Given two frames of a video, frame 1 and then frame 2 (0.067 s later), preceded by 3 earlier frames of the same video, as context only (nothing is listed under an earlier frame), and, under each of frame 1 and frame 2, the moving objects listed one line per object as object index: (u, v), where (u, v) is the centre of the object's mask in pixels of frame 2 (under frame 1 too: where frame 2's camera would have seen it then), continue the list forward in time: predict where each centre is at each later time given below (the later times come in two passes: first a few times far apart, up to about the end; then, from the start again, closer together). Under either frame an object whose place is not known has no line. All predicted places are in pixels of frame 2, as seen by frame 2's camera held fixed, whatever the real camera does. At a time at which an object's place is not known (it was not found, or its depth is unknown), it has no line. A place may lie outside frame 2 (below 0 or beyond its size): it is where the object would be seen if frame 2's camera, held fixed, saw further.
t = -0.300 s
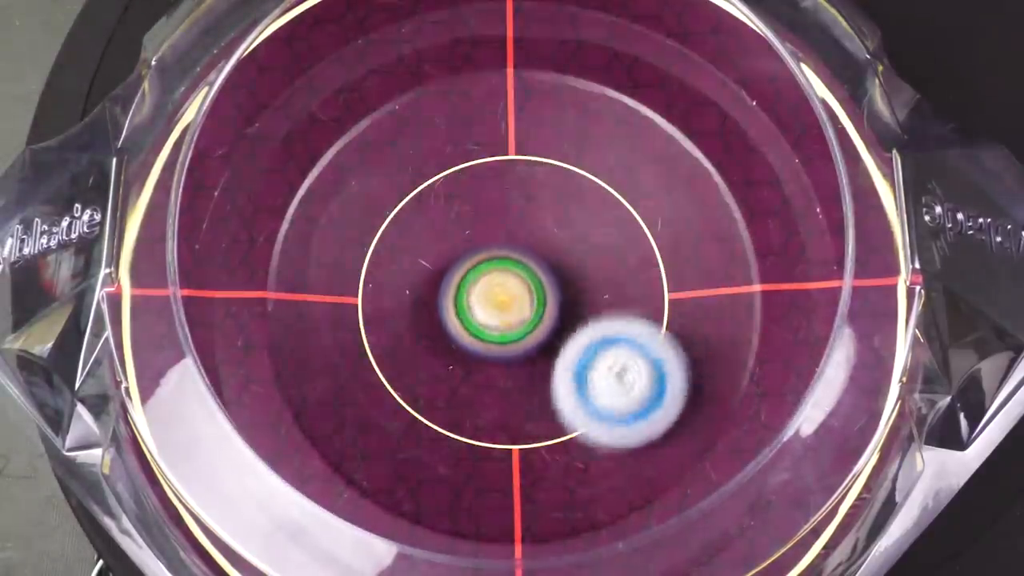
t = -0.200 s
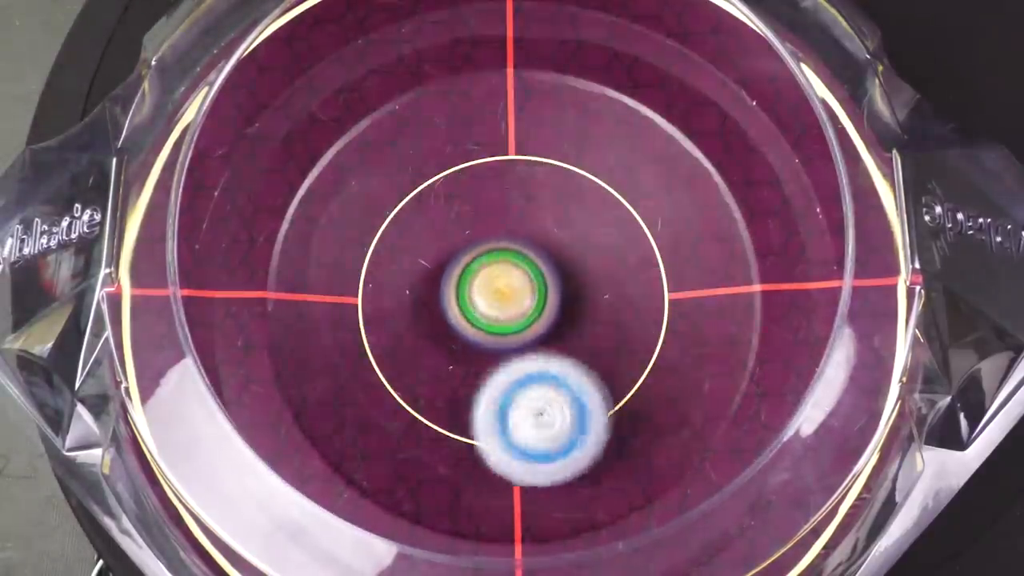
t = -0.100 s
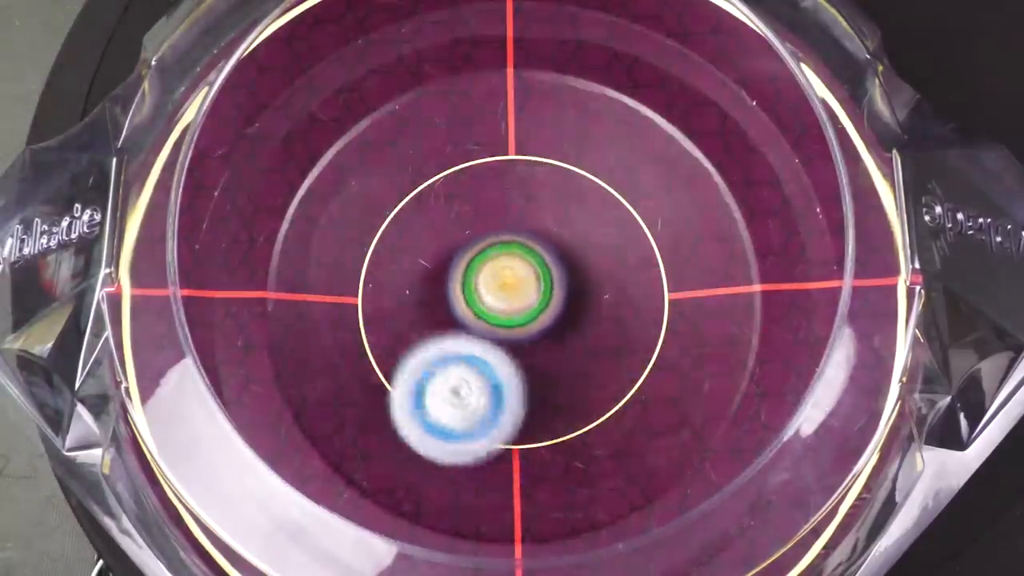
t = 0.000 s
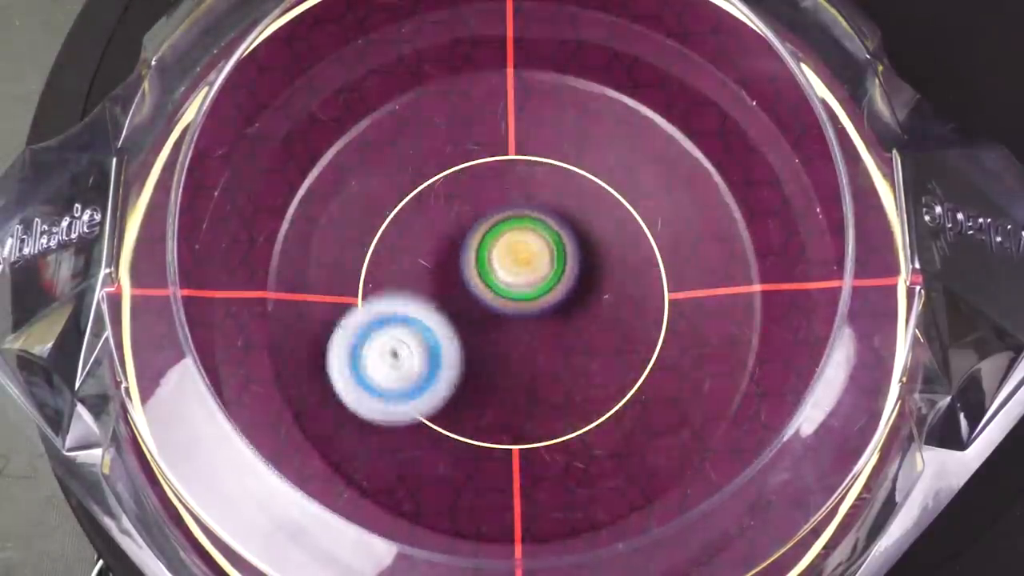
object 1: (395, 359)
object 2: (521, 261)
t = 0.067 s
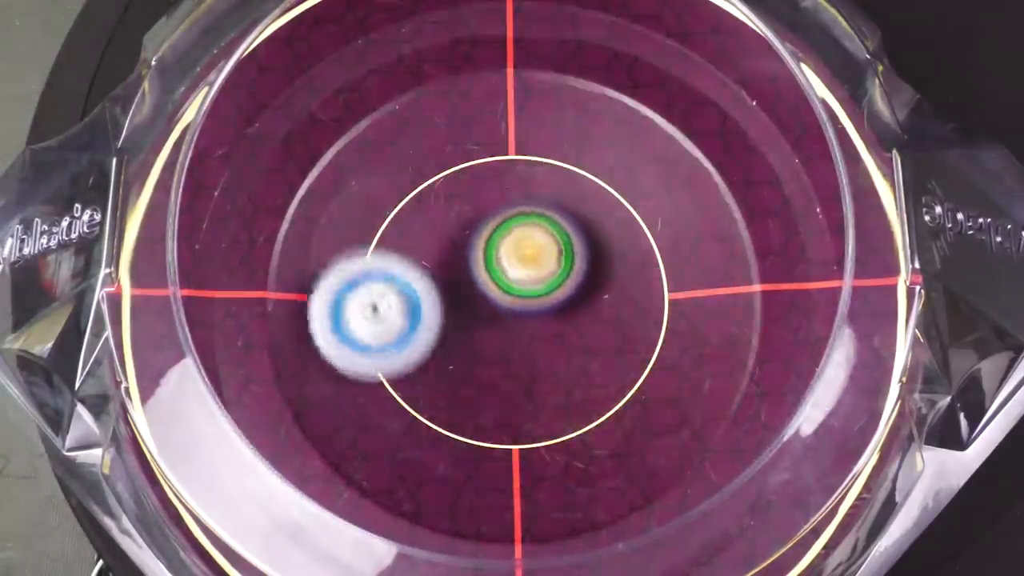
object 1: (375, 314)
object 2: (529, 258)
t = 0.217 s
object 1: (408, 212)
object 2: (538, 278)
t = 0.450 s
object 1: (564, 170)
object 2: (535, 322)
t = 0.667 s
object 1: (635, 305)
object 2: (496, 332)
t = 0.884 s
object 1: (651, 393)
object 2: (357, 326)
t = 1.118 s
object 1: (474, 382)
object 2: (395, 266)
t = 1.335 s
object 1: (494, 322)
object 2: (427, 169)
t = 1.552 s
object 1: (576, 315)
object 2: (506, 179)
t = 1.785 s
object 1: (522, 373)
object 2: (561, 252)
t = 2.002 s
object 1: (423, 320)
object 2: (574, 263)
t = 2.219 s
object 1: (469, 219)
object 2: (590, 298)
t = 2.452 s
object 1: (566, 201)
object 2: (577, 358)
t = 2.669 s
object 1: (574, 166)
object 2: (536, 424)
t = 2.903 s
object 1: (520, 255)
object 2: (482, 372)
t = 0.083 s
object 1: (374, 303)
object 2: (531, 259)
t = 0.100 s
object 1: (373, 290)
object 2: (532, 262)
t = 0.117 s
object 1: (373, 278)
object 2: (534, 263)
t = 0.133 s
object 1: (376, 267)
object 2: (536, 266)
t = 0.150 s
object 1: (380, 254)
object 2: (537, 268)
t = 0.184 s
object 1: (390, 232)
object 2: (538, 273)
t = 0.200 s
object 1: (398, 221)
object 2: (538, 276)
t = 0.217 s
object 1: (408, 212)
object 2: (538, 278)
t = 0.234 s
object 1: (416, 204)
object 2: (538, 280)
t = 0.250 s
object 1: (427, 196)
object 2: (538, 283)
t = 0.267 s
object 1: (439, 189)
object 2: (537, 284)
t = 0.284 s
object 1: (450, 184)
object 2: (536, 286)
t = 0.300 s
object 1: (462, 180)
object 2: (535, 288)
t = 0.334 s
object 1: (488, 173)
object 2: (535, 295)
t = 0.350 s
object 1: (498, 167)
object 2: (538, 301)
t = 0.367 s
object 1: (508, 164)
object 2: (539, 307)
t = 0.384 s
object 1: (519, 161)
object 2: (540, 311)
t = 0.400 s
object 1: (531, 161)
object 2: (540, 314)
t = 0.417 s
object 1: (541, 163)
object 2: (538, 317)
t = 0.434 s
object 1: (553, 165)
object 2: (537, 319)
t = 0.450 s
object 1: (564, 170)
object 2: (535, 322)
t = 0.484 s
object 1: (584, 181)
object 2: (531, 325)
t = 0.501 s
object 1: (594, 190)
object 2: (528, 327)
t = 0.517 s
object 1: (603, 200)
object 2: (525, 328)
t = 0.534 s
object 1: (611, 208)
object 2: (524, 329)
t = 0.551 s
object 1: (617, 219)
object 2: (520, 330)
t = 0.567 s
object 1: (623, 232)
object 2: (517, 330)
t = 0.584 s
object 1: (628, 244)
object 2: (516, 331)
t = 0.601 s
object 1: (630, 257)
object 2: (513, 330)
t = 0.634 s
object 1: (632, 283)
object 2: (508, 329)
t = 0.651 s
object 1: (631, 296)
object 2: (505, 328)
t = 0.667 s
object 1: (635, 305)
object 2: (496, 332)
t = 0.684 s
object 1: (648, 309)
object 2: (475, 337)
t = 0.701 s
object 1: (659, 314)
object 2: (456, 341)
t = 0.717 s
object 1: (669, 319)
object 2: (437, 345)
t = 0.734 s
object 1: (675, 324)
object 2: (421, 347)
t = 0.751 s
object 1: (679, 330)
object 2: (408, 348)
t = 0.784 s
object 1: (681, 343)
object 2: (386, 347)
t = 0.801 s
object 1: (680, 351)
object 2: (377, 345)
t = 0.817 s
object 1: (677, 359)
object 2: (371, 341)
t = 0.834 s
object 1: (673, 367)
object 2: (366, 339)
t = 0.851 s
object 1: (667, 376)
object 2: (362, 334)
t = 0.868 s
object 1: (660, 384)
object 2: (359, 330)
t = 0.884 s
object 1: (651, 393)
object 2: (357, 326)
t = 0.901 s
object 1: (641, 401)
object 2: (357, 321)
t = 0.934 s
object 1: (617, 414)
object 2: (357, 311)
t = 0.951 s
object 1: (604, 418)
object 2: (359, 306)
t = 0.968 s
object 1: (591, 421)
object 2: (360, 301)
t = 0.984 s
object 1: (577, 421)
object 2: (362, 296)
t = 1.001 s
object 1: (562, 422)
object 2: (364, 293)
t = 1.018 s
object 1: (547, 419)
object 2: (367, 287)
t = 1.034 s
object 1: (534, 416)
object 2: (371, 284)
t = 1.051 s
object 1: (521, 412)
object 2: (375, 279)
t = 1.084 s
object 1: (496, 399)
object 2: (384, 272)
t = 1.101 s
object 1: (484, 391)
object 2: (390, 268)
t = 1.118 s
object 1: (474, 382)
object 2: (395, 266)
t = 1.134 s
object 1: (465, 373)
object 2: (400, 263)
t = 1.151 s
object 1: (462, 368)
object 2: (402, 256)
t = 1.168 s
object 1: (460, 363)
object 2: (403, 246)
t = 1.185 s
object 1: (459, 358)
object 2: (406, 239)
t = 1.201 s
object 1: (458, 350)
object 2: (408, 234)
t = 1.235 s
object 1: (464, 345)
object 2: (410, 213)
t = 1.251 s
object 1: (470, 343)
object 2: (410, 200)
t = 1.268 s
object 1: (474, 341)
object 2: (412, 191)
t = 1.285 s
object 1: (479, 337)
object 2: (414, 181)
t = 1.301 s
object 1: (483, 333)
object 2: (419, 175)
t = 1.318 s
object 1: (488, 327)
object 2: (423, 171)
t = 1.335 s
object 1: (494, 322)
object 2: (427, 169)
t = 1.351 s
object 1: (501, 318)
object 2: (432, 165)
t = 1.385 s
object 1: (515, 310)
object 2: (444, 163)
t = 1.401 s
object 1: (523, 307)
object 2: (450, 162)
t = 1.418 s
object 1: (529, 305)
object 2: (456, 162)
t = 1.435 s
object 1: (537, 304)
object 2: (462, 163)
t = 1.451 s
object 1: (543, 303)
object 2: (468, 164)
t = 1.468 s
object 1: (550, 304)
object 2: (473, 165)
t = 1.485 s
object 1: (556, 305)
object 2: (480, 168)
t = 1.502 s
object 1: (563, 306)
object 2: (486, 170)
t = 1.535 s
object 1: (572, 311)
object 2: (499, 176)
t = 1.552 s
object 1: (576, 315)
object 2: (506, 179)
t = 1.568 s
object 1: (579, 318)
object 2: (511, 184)
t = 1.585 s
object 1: (581, 323)
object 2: (517, 187)
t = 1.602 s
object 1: (582, 327)
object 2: (523, 194)
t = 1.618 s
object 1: (583, 332)
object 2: (528, 199)
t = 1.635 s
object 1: (582, 337)
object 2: (533, 204)
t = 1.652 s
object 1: (580, 343)
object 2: (538, 210)
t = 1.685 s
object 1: (572, 354)
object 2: (546, 221)
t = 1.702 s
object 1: (565, 358)
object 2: (552, 229)
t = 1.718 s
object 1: (558, 361)
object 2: (554, 237)
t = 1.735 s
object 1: (549, 365)
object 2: (557, 242)
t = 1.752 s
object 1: (541, 368)
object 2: (559, 246)
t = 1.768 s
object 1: (531, 371)
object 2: (560, 249)
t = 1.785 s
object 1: (522, 373)
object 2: (561, 252)
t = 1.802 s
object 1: (512, 374)
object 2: (561, 255)
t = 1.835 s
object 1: (493, 368)
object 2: (561, 265)
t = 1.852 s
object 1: (483, 366)
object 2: (563, 266)
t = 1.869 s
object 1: (471, 366)
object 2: (567, 261)
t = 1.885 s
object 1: (461, 366)
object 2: (570, 259)
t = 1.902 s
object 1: (452, 363)
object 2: (571, 257)
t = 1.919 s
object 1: (443, 360)
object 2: (572, 255)
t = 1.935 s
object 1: (436, 354)
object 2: (572, 255)
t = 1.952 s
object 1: (431, 347)
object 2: (573, 256)
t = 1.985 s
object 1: (424, 331)
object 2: (574, 259)
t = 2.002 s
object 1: (423, 320)
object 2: (574, 263)
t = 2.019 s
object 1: (423, 311)
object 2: (575, 265)
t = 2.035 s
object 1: (424, 300)
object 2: (574, 269)
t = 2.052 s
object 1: (426, 290)
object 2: (574, 271)
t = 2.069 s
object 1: (430, 280)
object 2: (573, 275)
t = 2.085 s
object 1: (435, 271)
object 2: (572, 277)
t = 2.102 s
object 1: (441, 262)
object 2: (571, 280)
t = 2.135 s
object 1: (446, 246)
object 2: (580, 285)
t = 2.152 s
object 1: (448, 240)
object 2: (584, 287)
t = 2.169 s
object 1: (452, 234)
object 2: (587, 289)
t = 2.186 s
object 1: (456, 227)
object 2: (588, 292)
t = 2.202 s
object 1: (462, 223)
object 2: (590, 296)
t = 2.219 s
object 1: (469, 219)
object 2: (590, 298)
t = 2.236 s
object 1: (477, 215)
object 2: (590, 301)
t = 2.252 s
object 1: (486, 212)
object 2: (589, 303)
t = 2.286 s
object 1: (504, 209)
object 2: (586, 309)
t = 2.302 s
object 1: (513, 209)
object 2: (585, 312)
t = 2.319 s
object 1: (520, 206)
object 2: (584, 315)
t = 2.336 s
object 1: (526, 204)
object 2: (585, 321)
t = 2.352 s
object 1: (532, 202)
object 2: (584, 325)
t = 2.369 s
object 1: (539, 201)
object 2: (584, 329)
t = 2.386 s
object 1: (546, 202)
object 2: (582, 330)
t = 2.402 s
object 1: (553, 204)
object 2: (579, 334)
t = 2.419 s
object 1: (560, 208)
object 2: (576, 334)
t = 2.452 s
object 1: (566, 201)
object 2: (577, 358)
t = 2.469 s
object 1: (566, 192)
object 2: (577, 371)
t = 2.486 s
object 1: (566, 186)
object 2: (578, 384)
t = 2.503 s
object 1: (566, 179)
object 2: (577, 396)
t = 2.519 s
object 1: (567, 175)
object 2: (576, 405)
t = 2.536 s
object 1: (568, 172)
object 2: (572, 412)
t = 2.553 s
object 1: (569, 169)
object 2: (569, 416)
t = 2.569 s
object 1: (570, 167)
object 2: (565, 419)
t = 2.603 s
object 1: (571, 164)
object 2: (556, 423)
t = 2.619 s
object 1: (573, 163)
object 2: (552, 424)
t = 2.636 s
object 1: (573, 163)
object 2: (546, 424)
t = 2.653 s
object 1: (574, 165)
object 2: (542, 424)
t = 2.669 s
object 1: (574, 166)
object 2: (536, 424)
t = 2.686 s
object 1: (573, 170)
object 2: (531, 423)
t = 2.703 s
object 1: (573, 173)
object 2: (527, 421)
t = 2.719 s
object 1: (571, 177)
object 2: (522, 418)
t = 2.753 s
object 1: (568, 188)
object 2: (513, 413)
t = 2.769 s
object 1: (564, 195)
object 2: (510, 410)
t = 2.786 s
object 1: (561, 202)
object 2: (505, 406)
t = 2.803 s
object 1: (556, 210)
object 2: (502, 402)
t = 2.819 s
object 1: (551, 218)
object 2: (498, 397)
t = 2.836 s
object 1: (545, 226)
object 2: (494, 393)
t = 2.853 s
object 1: (540, 234)
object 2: (491, 388)
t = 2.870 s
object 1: (534, 241)
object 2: (487, 383)
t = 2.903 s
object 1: (520, 255)
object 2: (482, 372)
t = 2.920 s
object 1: (509, 252)
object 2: (488, 384)
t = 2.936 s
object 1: (498, 230)
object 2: (491, 418)
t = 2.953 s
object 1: (483, 206)
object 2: (497, 443)
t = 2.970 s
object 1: (471, 188)
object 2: (502, 472)
